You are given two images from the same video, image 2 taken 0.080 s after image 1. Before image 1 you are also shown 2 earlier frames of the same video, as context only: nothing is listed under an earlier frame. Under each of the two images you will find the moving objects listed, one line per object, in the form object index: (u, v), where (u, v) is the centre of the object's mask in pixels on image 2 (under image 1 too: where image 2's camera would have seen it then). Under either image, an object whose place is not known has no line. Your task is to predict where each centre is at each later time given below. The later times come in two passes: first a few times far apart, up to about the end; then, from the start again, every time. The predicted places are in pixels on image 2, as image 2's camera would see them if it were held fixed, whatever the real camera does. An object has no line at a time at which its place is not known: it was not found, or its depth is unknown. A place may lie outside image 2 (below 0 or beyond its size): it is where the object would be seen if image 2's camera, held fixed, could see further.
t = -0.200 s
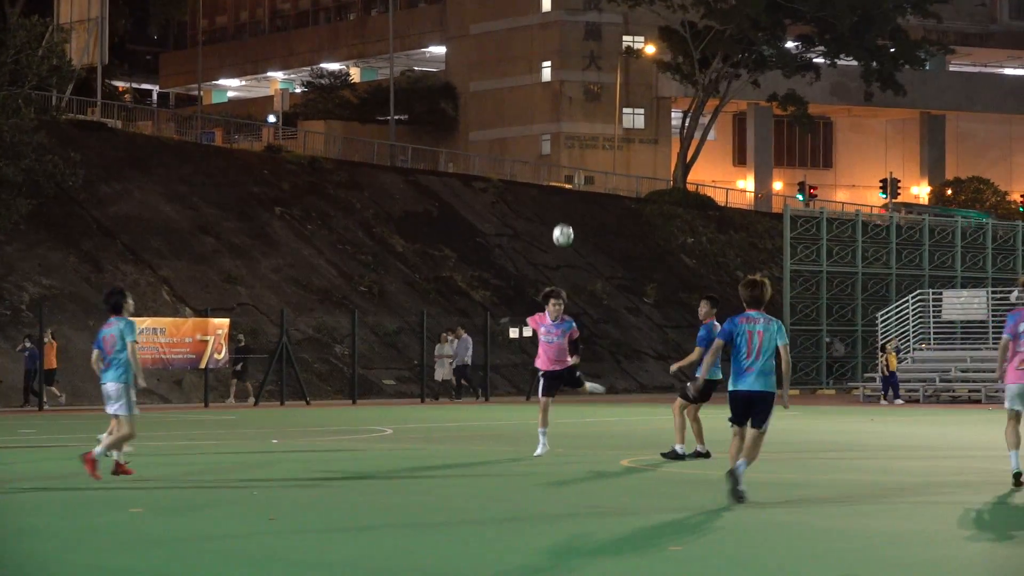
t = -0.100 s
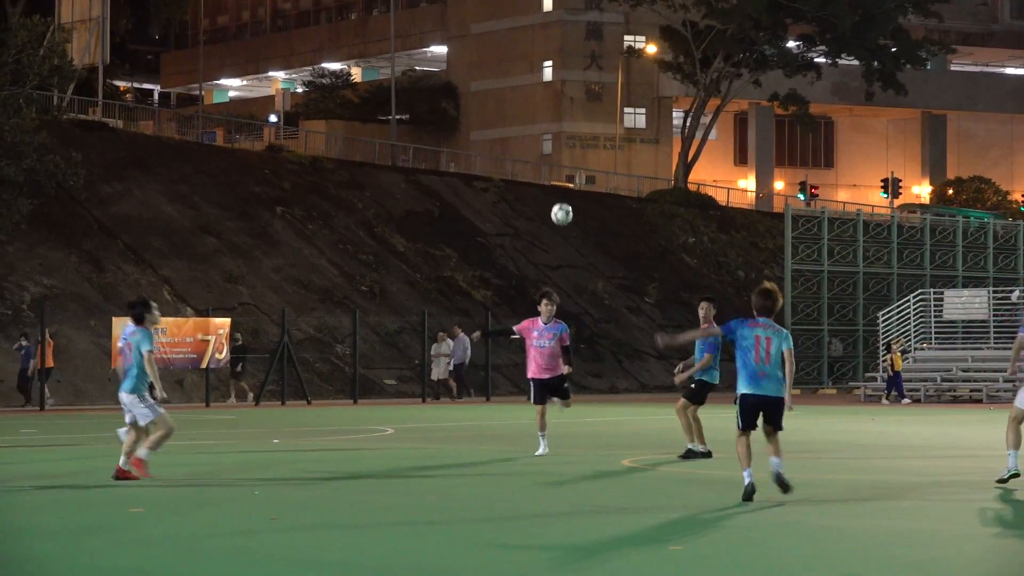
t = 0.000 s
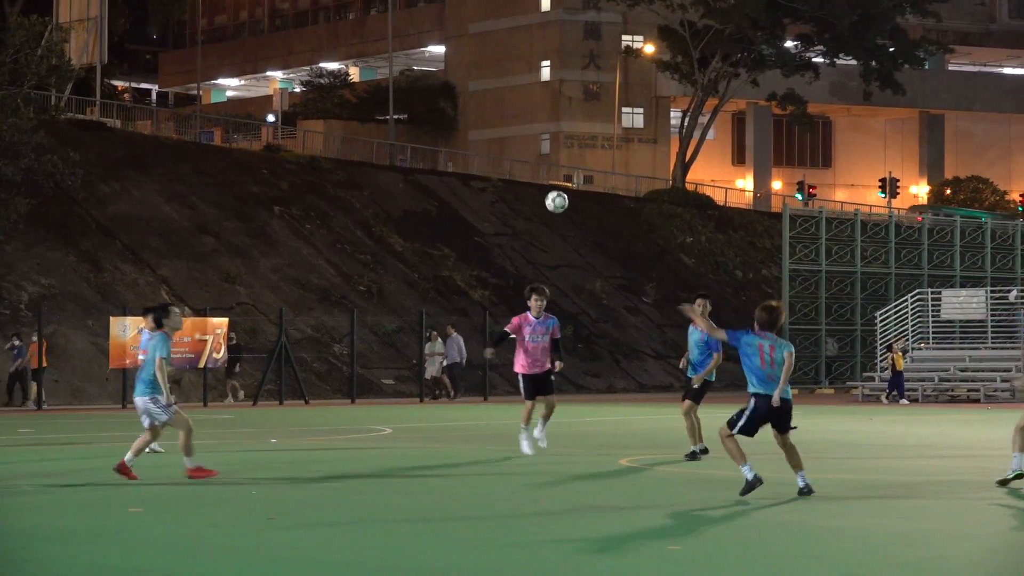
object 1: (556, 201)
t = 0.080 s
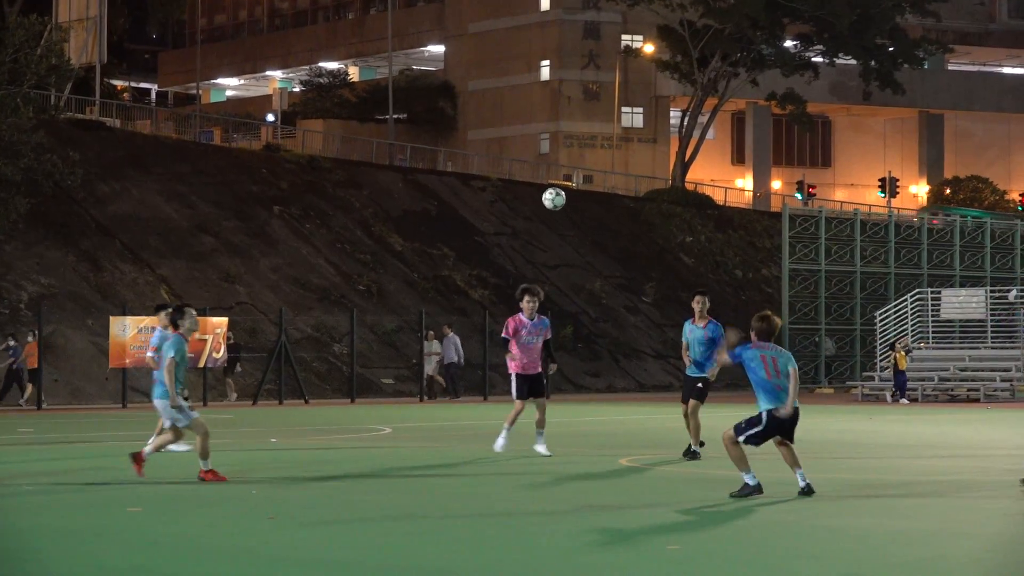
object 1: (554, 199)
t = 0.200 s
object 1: (550, 208)
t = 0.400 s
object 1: (540, 262)
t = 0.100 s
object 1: (553, 199)
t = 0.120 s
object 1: (553, 200)
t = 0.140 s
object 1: (552, 202)
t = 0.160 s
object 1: (551, 203)
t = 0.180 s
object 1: (550, 205)
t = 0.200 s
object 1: (550, 208)
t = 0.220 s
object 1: (549, 211)
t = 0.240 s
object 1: (547, 215)
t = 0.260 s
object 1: (546, 219)
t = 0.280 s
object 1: (545, 223)
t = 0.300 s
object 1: (545, 228)
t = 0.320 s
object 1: (544, 234)
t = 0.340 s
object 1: (543, 240)
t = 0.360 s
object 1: (542, 247)
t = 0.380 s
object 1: (541, 254)
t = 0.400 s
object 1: (540, 262)
